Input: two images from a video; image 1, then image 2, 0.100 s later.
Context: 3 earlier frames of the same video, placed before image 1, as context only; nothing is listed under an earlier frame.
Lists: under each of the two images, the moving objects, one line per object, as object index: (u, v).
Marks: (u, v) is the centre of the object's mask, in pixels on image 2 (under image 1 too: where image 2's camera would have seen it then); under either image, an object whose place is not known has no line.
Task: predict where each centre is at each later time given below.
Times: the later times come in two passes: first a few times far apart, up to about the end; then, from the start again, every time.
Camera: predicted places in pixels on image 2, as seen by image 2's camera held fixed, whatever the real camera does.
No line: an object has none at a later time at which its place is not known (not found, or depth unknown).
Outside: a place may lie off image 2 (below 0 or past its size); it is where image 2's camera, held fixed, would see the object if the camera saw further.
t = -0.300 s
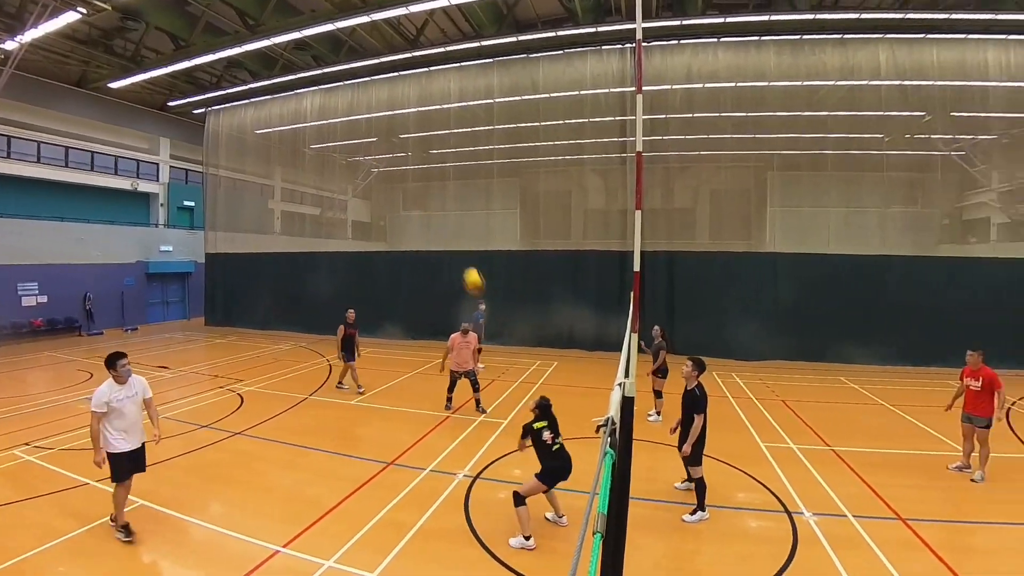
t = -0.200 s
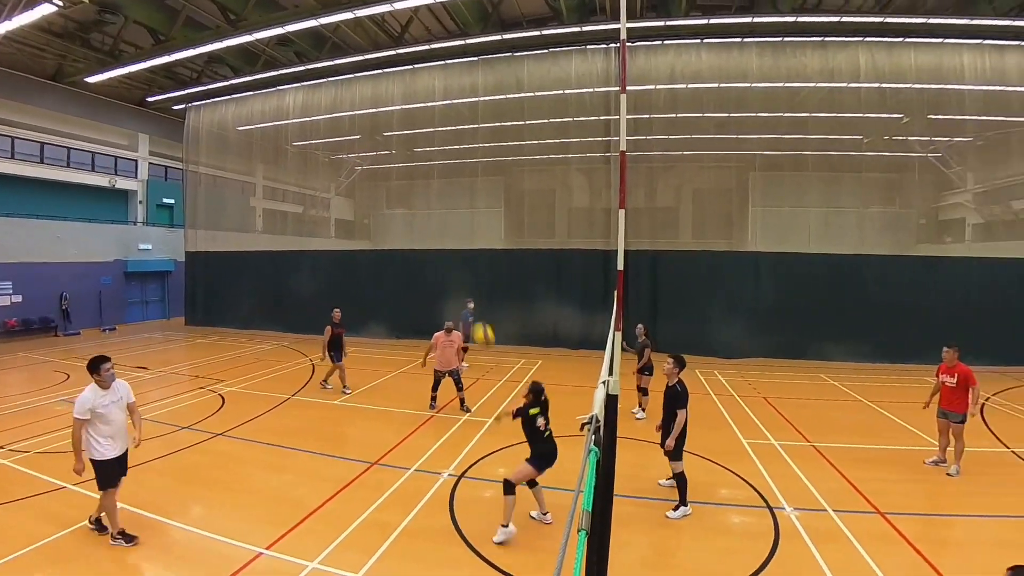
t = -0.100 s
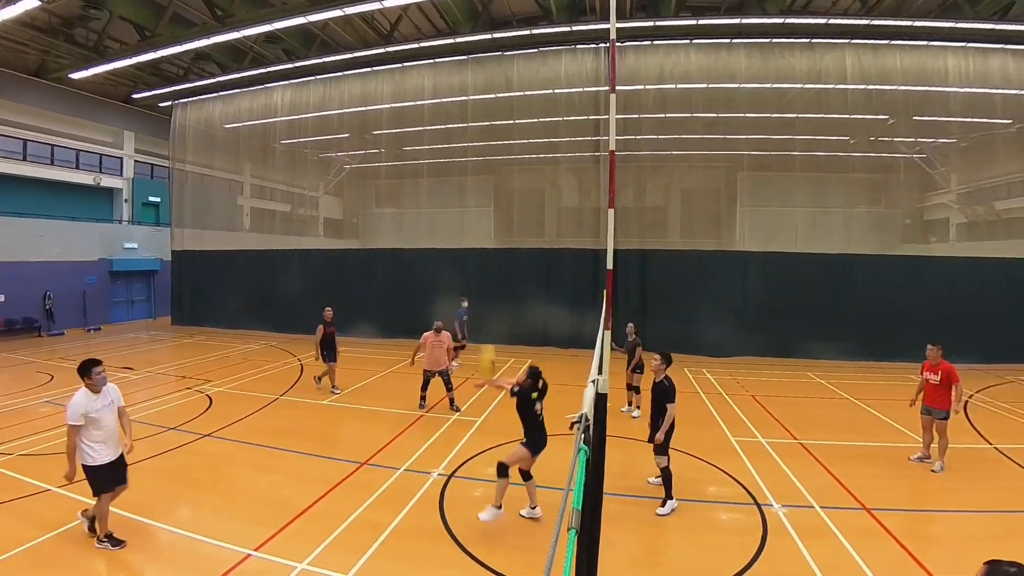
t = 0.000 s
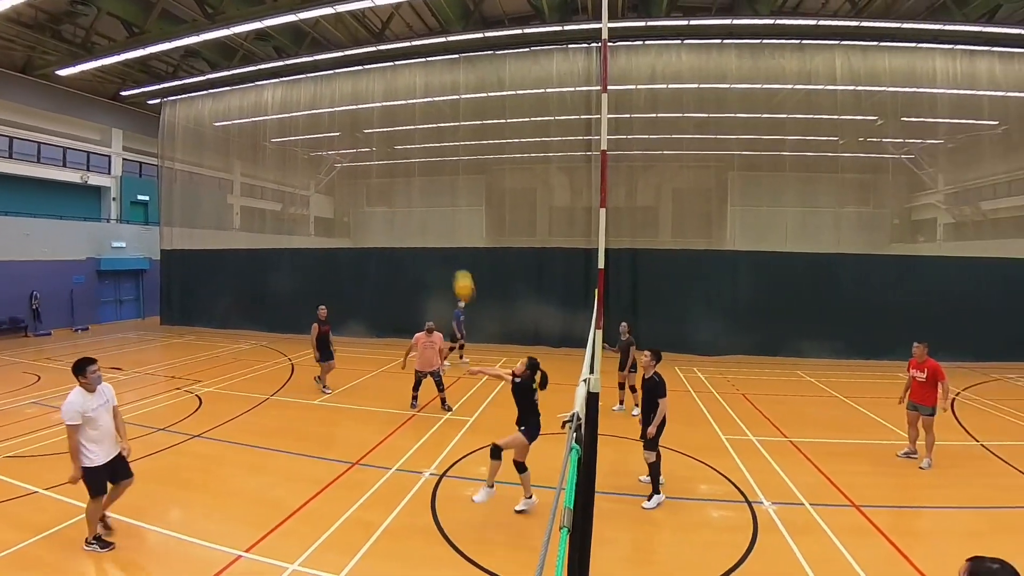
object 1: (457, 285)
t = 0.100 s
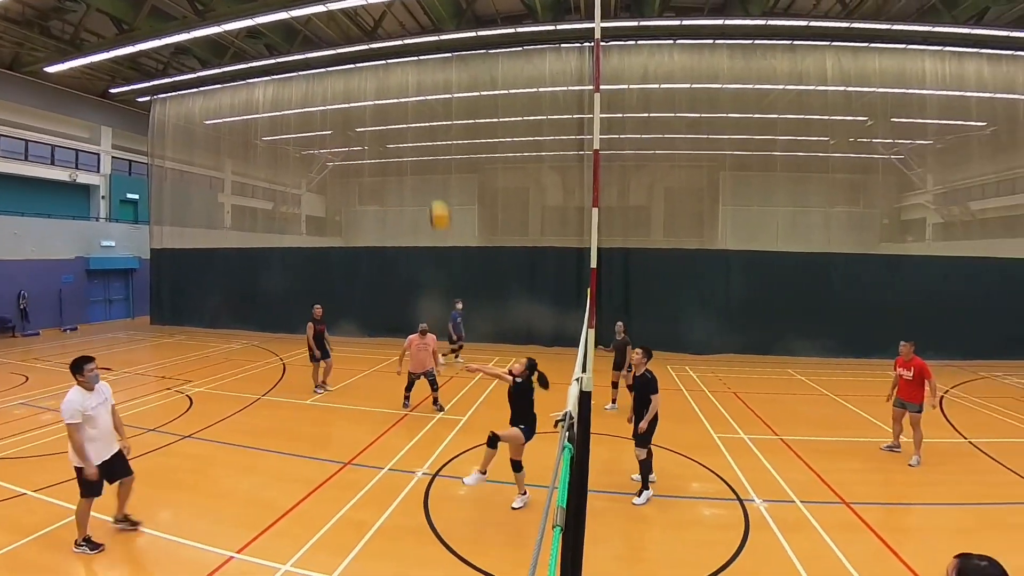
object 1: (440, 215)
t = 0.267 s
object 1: (409, 118)
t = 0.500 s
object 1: (365, 23)
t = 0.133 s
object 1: (433, 194)
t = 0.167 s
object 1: (428, 174)
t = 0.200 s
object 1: (422, 154)
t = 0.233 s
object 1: (416, 135)
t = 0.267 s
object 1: (409, 118)
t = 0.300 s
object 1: (404, 101)
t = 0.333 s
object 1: (397, 84)
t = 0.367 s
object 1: (392, 71)
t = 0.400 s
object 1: (385, 58)
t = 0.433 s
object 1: (378, 44)
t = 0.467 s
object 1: (371, 32)
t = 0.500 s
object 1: (365, 23)
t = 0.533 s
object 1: (359, 17)
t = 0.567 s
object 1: (351, 11)
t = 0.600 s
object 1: (344, 8)
